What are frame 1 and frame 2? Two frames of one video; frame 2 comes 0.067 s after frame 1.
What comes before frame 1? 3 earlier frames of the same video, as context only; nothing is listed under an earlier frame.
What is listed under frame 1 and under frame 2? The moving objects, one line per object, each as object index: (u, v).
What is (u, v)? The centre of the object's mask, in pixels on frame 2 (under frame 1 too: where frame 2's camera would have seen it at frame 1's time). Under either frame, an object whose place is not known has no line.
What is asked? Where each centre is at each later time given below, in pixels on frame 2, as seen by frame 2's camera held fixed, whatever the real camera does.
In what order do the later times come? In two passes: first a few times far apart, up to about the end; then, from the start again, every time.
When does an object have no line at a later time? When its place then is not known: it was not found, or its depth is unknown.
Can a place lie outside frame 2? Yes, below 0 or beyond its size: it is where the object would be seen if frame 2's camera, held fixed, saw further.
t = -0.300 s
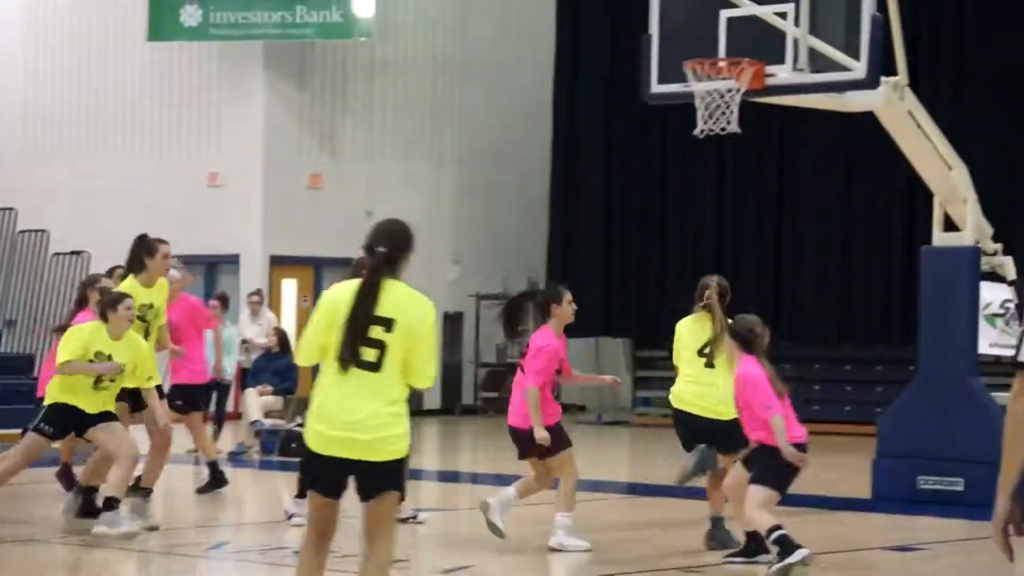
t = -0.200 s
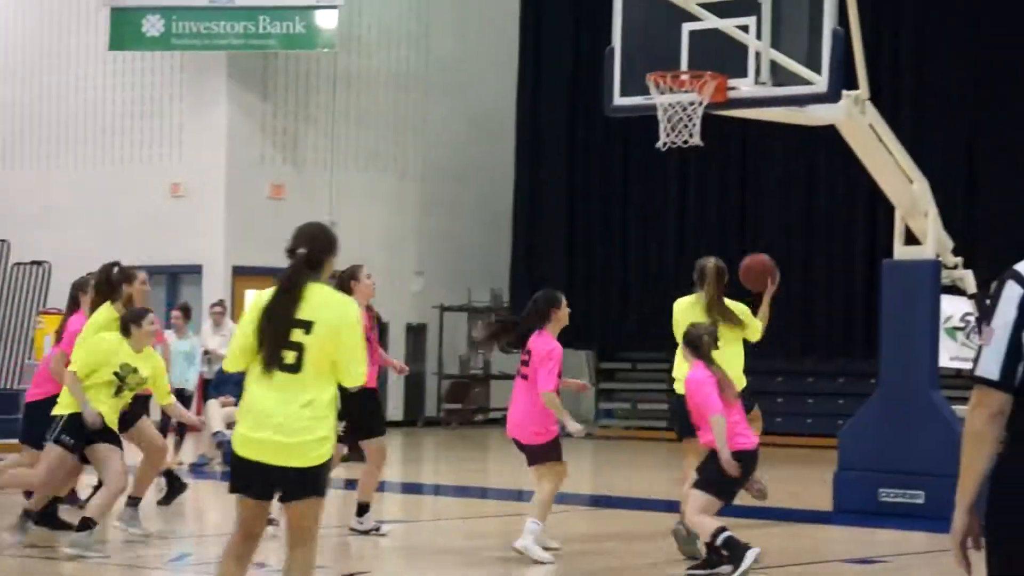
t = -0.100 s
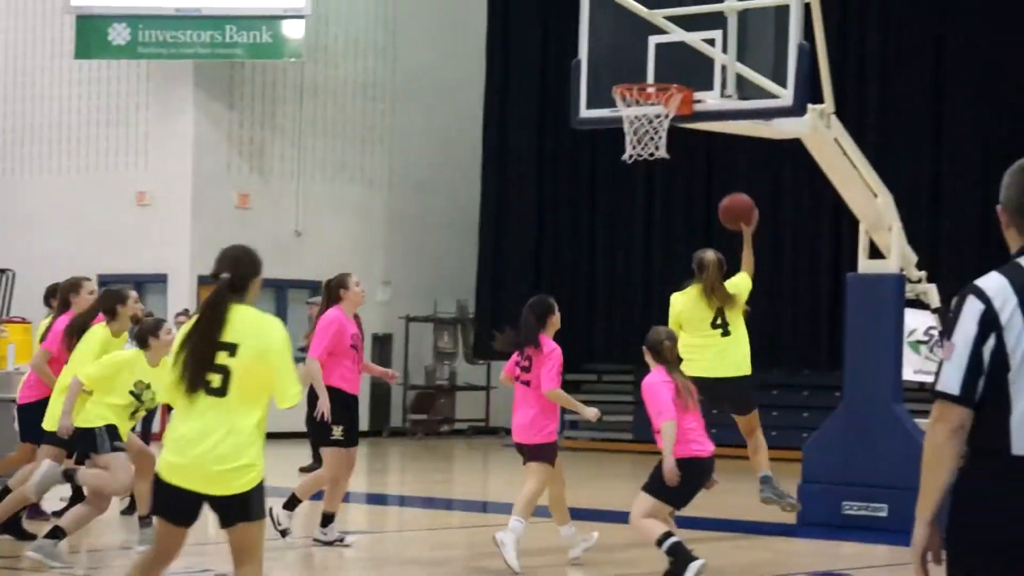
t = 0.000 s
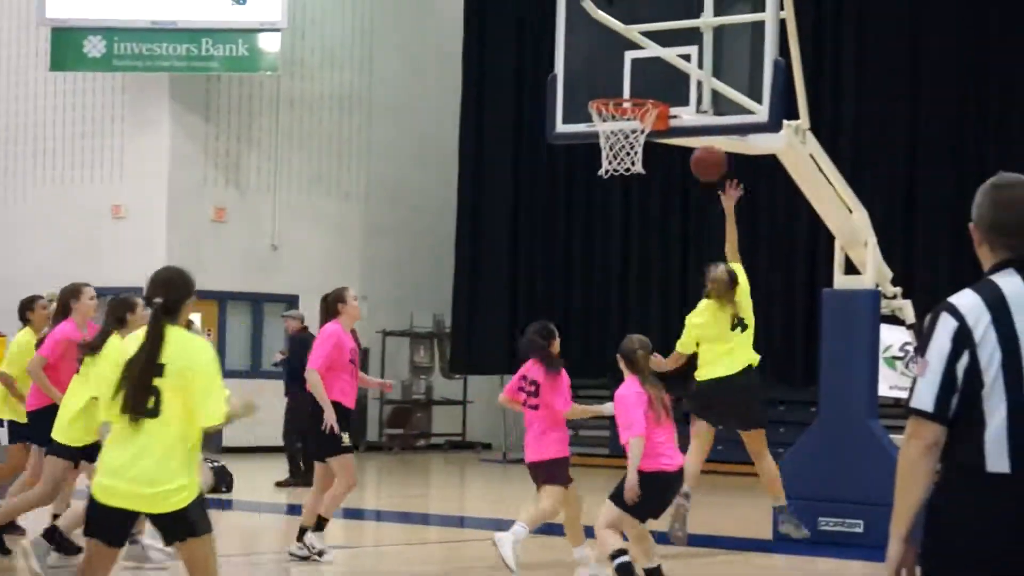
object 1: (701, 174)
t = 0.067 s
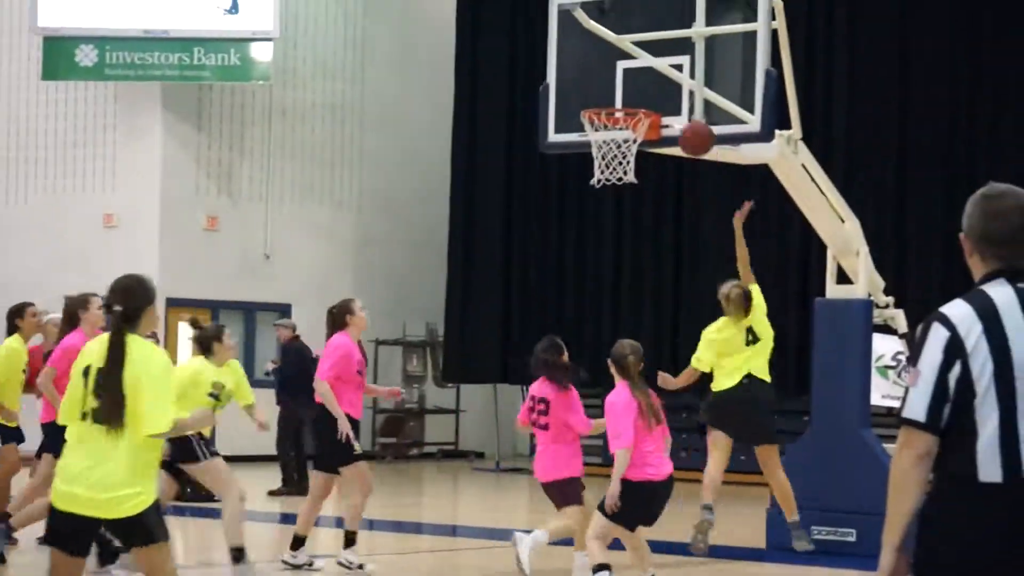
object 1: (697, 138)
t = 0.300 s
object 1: (679, 76)
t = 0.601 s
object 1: (624, 99)
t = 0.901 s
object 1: (587, 187)
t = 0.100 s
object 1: (694, 125)
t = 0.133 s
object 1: (692, 112)
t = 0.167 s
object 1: (689, 101)
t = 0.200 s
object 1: (686, 92)
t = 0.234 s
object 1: (684, 85)
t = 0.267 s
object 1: (681, 80)
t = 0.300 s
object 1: (679, 76)
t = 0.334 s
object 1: (676, 74)
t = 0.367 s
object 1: (674, 74)
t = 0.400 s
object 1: (672, 75)
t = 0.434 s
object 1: (668, 78)
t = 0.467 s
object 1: (659, 81)
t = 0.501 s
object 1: (650, 84)
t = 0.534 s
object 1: (641, 89)
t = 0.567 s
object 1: (633, 93)
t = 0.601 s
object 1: (624, 99)
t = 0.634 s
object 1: (615, 104)
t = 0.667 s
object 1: (606, 128)
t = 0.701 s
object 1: (595, 141)
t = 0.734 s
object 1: (590, 149)
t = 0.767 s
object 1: (588, 153)
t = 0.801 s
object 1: (587, 165)
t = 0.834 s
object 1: (588, 168)
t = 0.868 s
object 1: (587, 177)
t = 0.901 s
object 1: (587, 187)
